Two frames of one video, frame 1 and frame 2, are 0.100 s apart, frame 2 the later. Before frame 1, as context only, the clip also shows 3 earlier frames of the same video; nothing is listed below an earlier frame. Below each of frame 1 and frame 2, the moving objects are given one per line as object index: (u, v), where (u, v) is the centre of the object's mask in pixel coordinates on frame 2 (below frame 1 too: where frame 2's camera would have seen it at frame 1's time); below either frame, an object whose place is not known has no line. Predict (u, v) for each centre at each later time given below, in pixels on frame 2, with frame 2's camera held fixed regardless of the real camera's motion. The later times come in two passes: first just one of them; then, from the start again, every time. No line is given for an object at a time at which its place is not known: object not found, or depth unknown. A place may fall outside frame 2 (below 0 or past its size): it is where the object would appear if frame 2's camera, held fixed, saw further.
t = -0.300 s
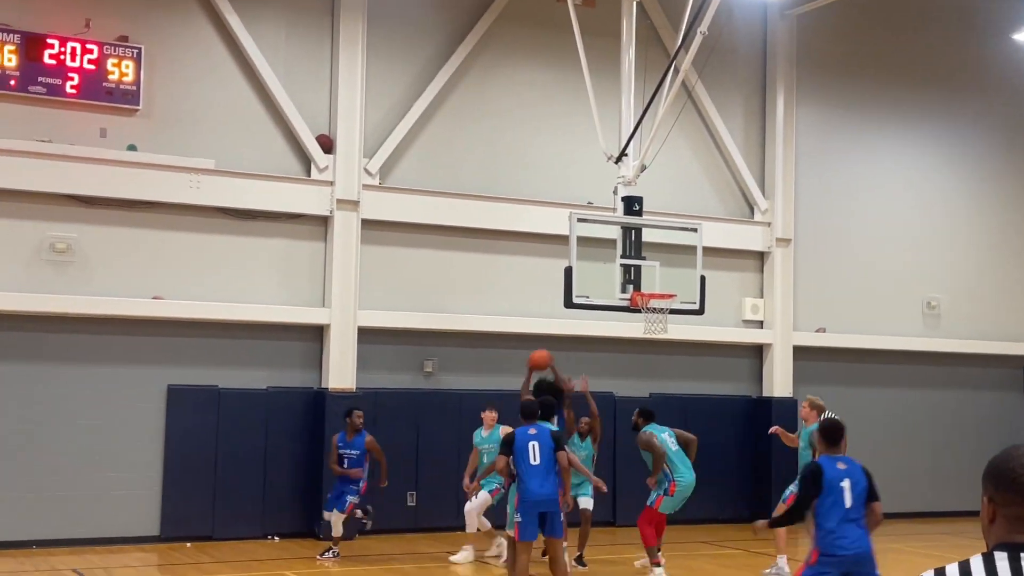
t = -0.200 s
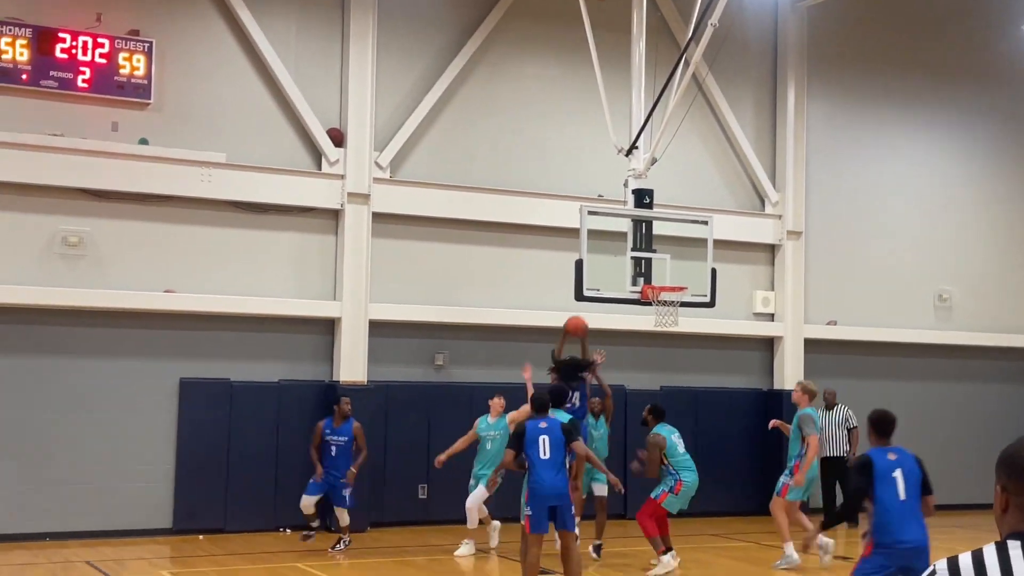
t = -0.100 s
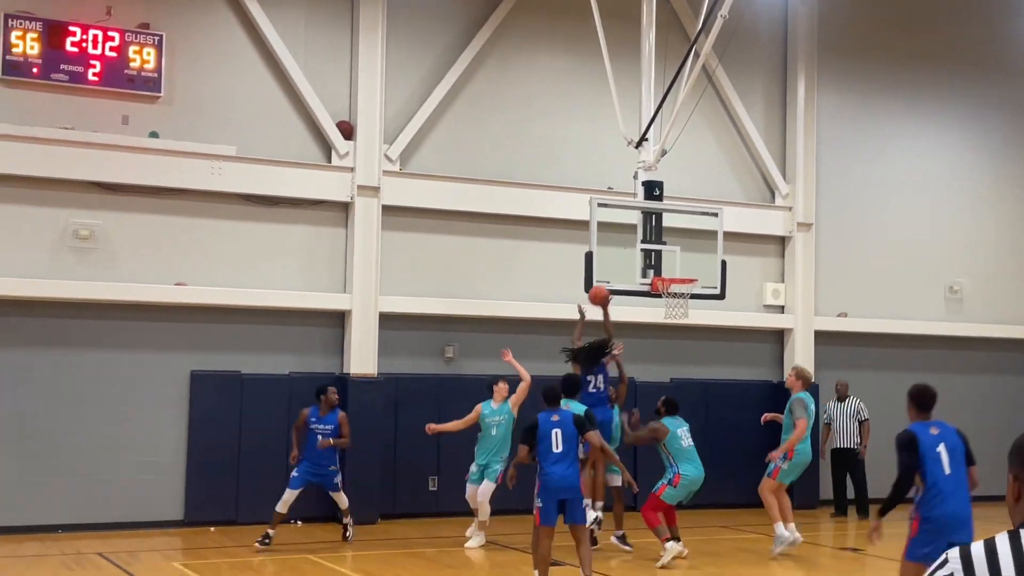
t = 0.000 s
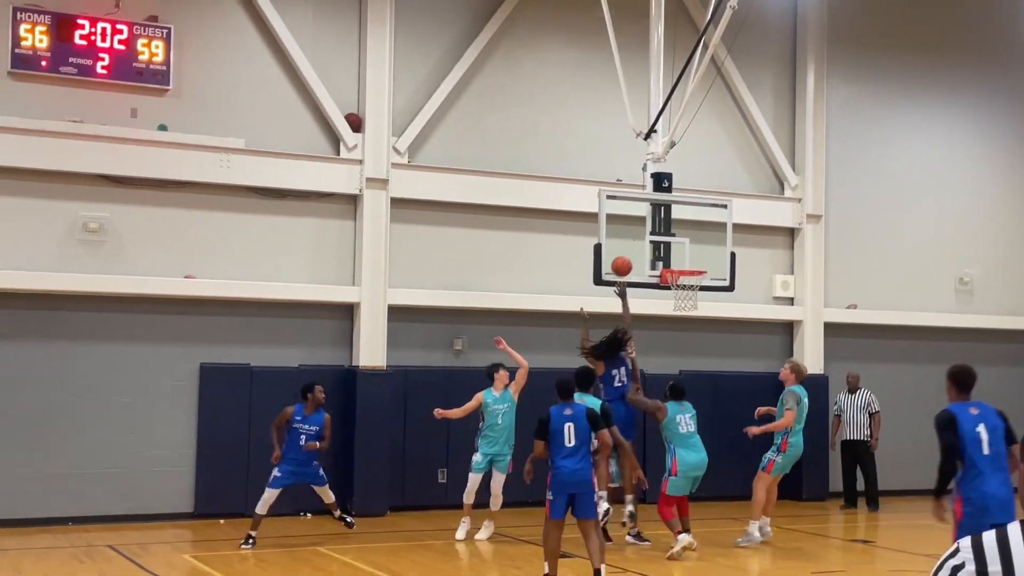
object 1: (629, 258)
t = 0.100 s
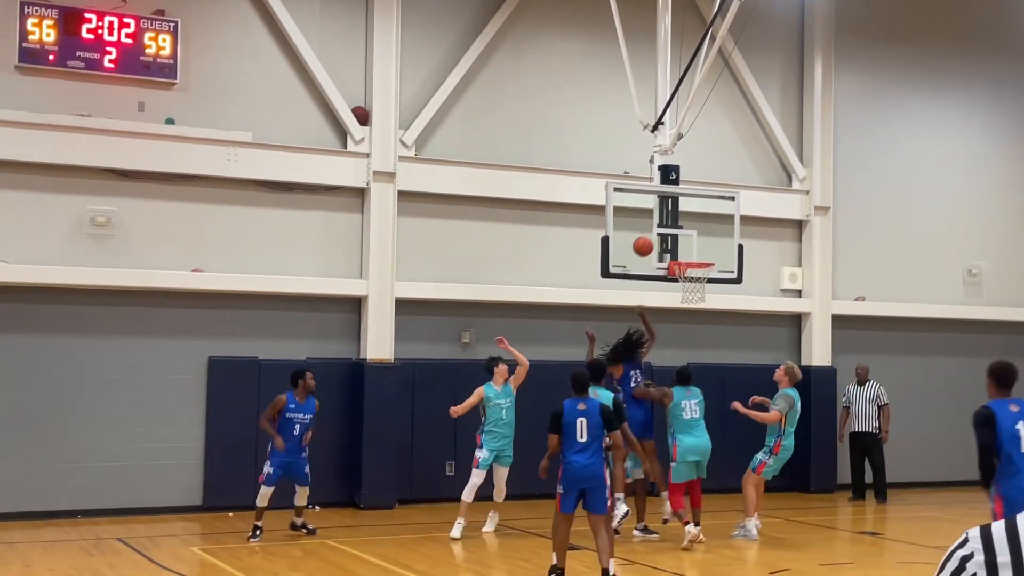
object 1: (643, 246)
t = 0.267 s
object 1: (670, 245)
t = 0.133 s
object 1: (647, 244)
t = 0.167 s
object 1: (652, 243)
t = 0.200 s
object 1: (658, 243)
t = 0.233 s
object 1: (664, 244)
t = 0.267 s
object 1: (670, 245)
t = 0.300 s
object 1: (676, 248)
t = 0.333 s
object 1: (681, 252)
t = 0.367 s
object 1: (687, 255)
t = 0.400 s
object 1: (693, 262)
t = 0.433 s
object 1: (699, 270)
